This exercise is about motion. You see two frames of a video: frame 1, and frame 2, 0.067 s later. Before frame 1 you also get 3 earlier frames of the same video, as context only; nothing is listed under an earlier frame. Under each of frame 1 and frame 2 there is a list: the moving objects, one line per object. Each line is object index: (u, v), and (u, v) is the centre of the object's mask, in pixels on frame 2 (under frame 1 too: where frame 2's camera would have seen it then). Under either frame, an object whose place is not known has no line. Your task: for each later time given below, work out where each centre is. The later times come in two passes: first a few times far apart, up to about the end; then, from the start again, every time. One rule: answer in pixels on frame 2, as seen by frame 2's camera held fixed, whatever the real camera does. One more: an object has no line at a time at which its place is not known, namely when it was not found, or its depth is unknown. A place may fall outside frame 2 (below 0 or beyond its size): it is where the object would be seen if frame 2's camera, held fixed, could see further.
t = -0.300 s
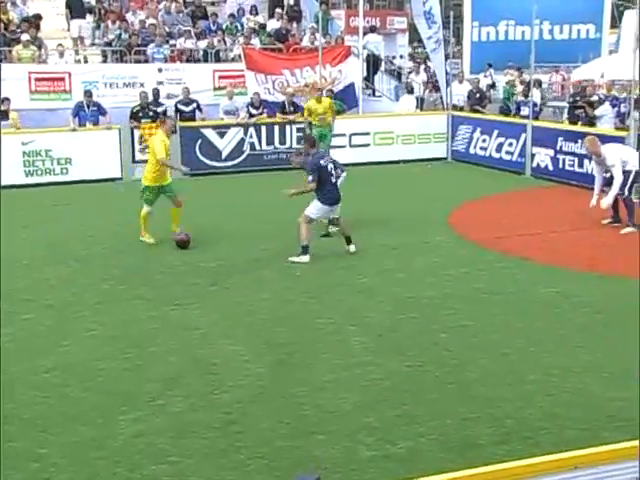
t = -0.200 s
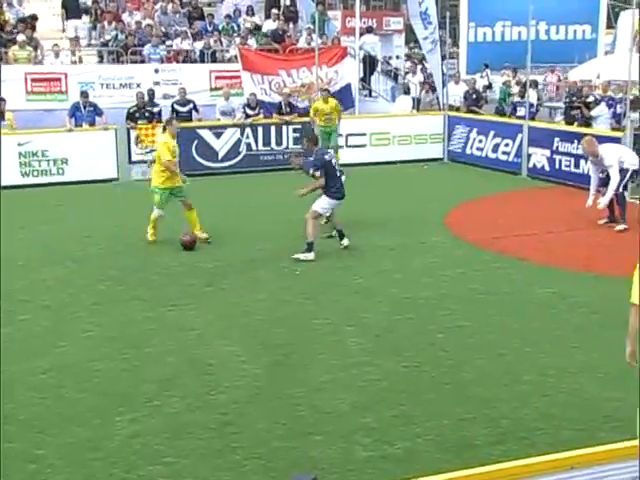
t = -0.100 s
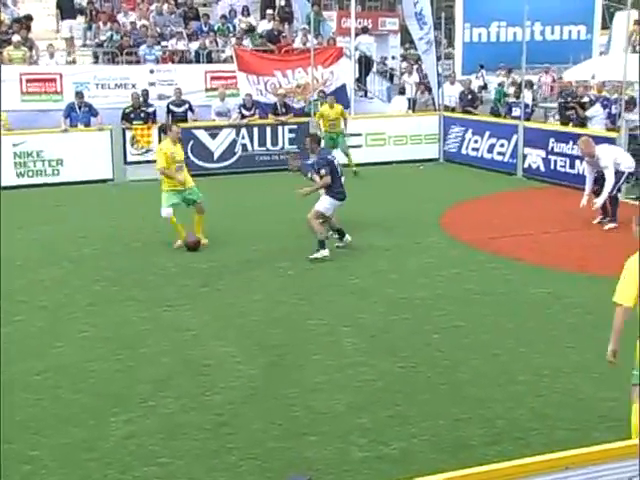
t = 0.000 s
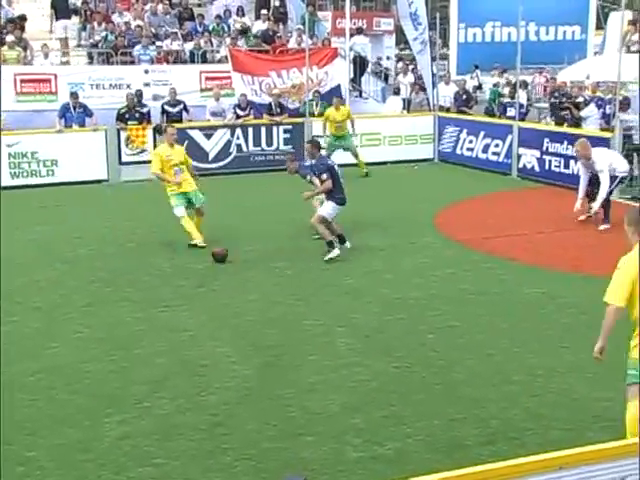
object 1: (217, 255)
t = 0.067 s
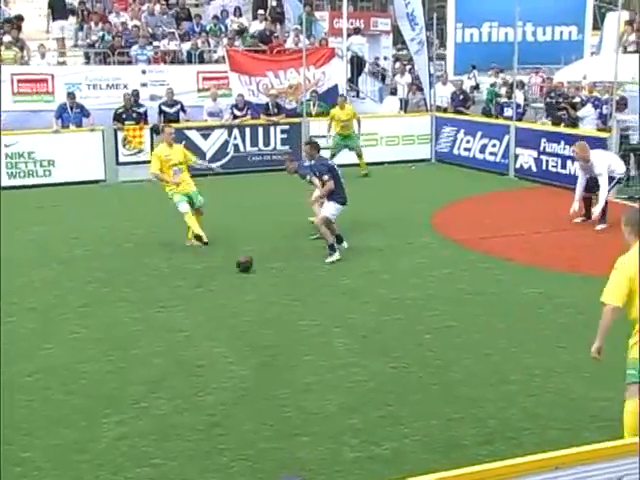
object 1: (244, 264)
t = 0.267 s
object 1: (334, 296)
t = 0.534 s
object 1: (469, 338)
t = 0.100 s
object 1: (259, 269)
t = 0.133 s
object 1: (274, 274)
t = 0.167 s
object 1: (289, 280)
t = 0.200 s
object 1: (303, 283)
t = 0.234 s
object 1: (318, 289)
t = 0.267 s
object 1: (334, 296)
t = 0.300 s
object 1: (350, 299)
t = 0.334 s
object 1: (366, 303)
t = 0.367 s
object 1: (382, 310)
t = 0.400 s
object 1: (399, 316)
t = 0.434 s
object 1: (417, 323)
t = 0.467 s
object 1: (435, 331)
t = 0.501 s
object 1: (452, 333)
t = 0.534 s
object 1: (469, 338)
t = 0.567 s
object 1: (487, 344)
